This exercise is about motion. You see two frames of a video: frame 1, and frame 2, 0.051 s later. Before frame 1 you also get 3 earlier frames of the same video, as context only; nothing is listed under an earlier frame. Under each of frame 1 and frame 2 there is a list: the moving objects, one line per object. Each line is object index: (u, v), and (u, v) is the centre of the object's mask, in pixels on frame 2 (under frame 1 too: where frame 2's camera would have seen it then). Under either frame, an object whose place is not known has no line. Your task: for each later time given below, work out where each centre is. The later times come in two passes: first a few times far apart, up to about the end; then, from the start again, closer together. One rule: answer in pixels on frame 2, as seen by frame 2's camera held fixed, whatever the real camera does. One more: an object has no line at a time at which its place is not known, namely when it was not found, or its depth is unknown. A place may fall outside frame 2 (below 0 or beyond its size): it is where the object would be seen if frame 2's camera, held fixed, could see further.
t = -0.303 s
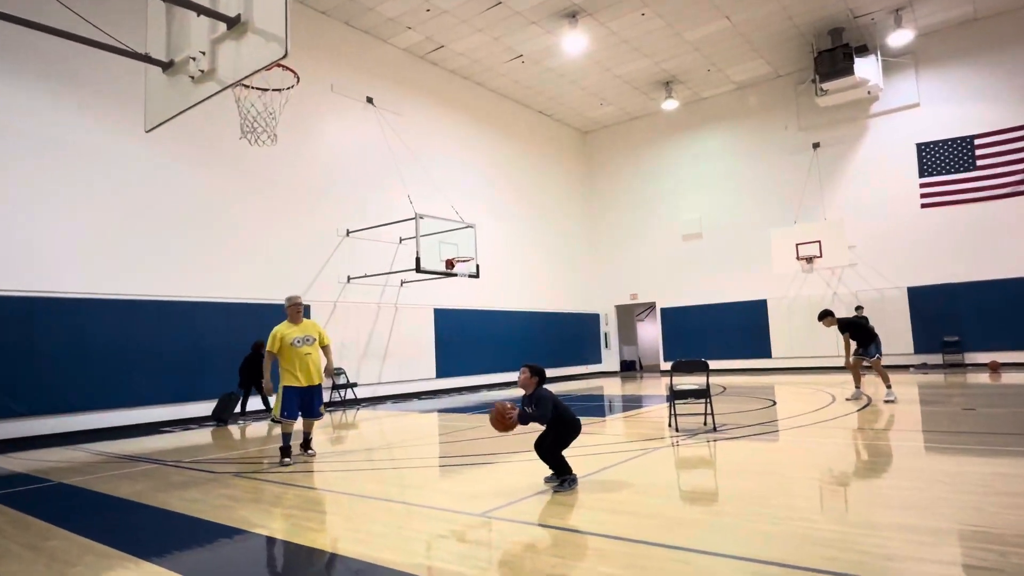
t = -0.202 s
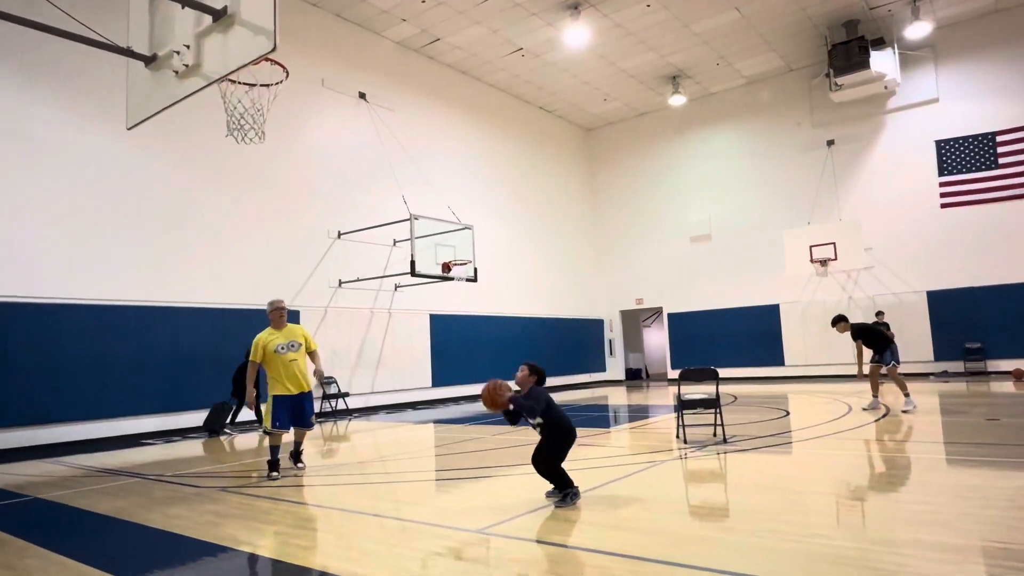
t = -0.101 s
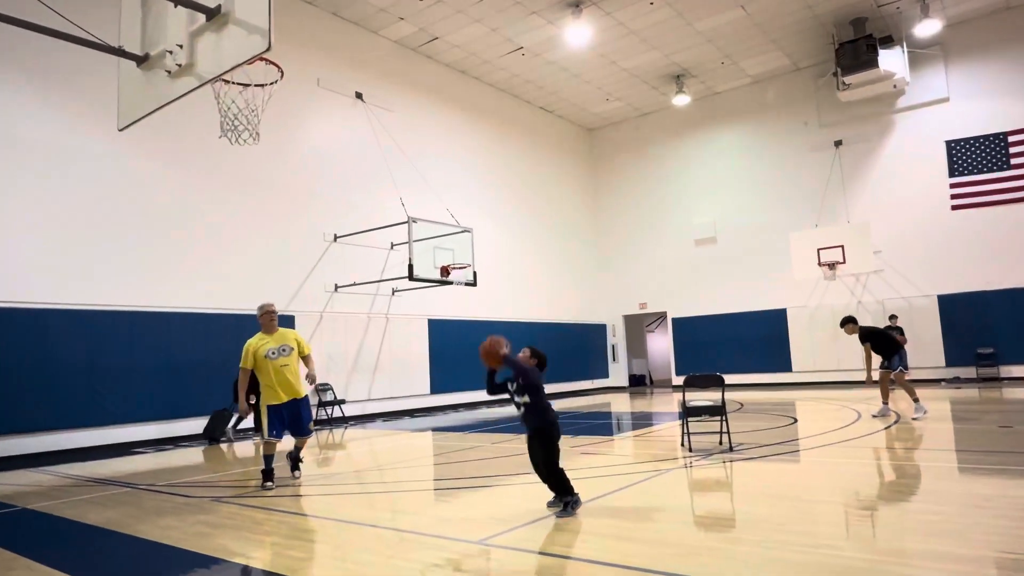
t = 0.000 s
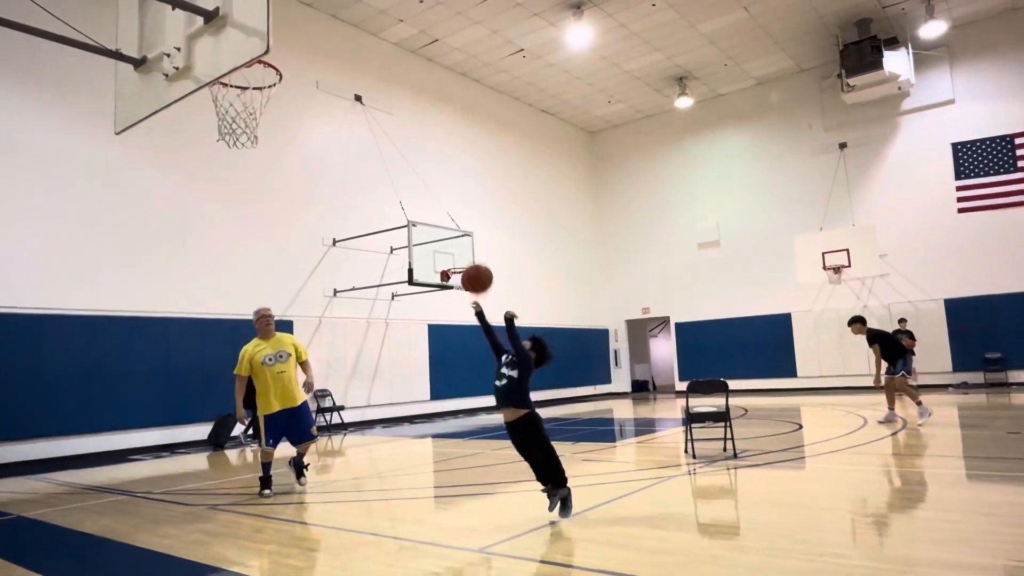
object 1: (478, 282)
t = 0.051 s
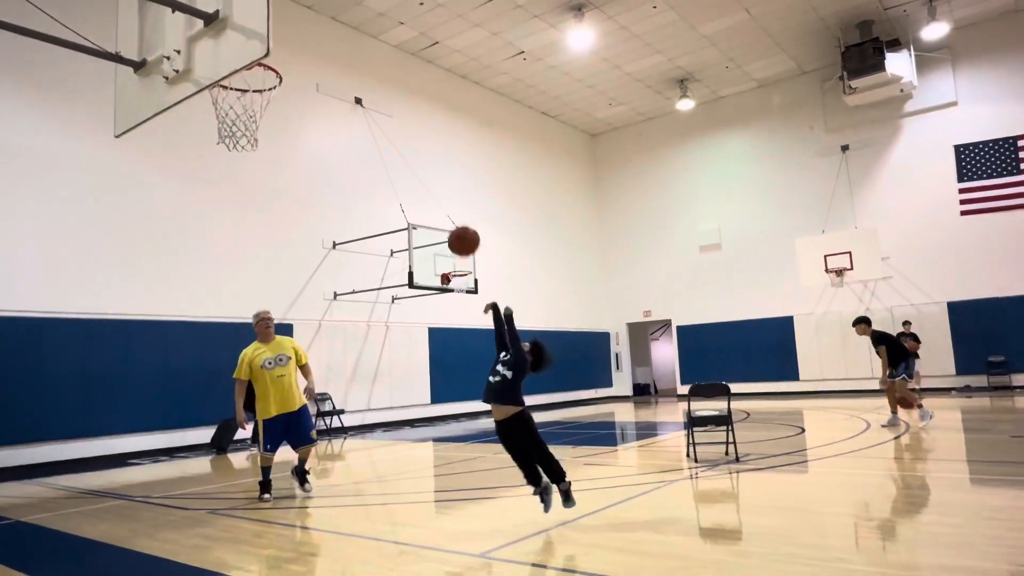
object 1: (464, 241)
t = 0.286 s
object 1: (399, 94)
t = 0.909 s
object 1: (227, 74)
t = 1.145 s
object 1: (265, 109)
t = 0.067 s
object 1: (459, 228)
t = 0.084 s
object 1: (454, 215)
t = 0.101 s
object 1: (449, 203)
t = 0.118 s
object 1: (445, 191)
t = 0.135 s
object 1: (440, 180)
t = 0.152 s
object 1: (436, 169)
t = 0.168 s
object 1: (431, 159)
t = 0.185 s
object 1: (426, 148)
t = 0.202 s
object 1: (422, 139)
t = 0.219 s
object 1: (417, 129)
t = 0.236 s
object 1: (412, 119)
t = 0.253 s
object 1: (408, 111)
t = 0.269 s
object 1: (403, 102)
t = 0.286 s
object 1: (399, 94)
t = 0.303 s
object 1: (394, 87)
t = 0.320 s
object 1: (390, 79)
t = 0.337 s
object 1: (385, 72)
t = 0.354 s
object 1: (381, 65)
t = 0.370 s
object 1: (376, 59)
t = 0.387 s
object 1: (371, 53)
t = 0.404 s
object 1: (367, 47)
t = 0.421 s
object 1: (362, 42)
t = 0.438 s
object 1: (358, 37)
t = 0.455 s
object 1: (354, 34)
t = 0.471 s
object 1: (349, 29)
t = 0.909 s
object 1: (227, 74)
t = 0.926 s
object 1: (222, 79)
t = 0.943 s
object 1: (225, 81)
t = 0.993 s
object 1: (236, 89)
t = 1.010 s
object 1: (241, 94)
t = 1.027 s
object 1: (246, 100)
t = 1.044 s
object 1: (251, 106)
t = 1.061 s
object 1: (255, 107)
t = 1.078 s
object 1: (258, 108)
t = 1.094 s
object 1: (260, 107)
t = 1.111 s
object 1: (261, 108)
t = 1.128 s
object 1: (263, 108)
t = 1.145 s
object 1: (265, 109)
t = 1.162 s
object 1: (266, 110)
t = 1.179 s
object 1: (266, 111)
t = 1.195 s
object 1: (267, 112)
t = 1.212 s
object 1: (267, 113)
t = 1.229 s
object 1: (267, 117)
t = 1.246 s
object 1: (267, 119)
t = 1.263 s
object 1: (267, 121)
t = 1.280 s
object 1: (269, 128)
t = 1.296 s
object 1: (268, 131)
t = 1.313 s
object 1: (267, 134)
